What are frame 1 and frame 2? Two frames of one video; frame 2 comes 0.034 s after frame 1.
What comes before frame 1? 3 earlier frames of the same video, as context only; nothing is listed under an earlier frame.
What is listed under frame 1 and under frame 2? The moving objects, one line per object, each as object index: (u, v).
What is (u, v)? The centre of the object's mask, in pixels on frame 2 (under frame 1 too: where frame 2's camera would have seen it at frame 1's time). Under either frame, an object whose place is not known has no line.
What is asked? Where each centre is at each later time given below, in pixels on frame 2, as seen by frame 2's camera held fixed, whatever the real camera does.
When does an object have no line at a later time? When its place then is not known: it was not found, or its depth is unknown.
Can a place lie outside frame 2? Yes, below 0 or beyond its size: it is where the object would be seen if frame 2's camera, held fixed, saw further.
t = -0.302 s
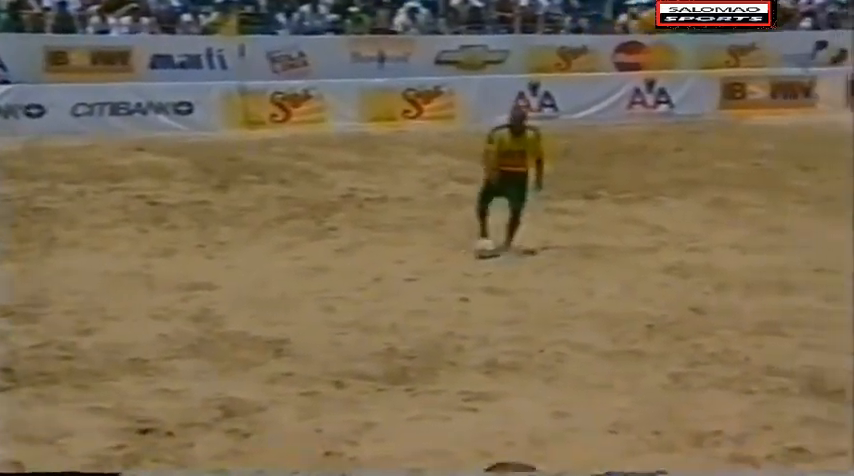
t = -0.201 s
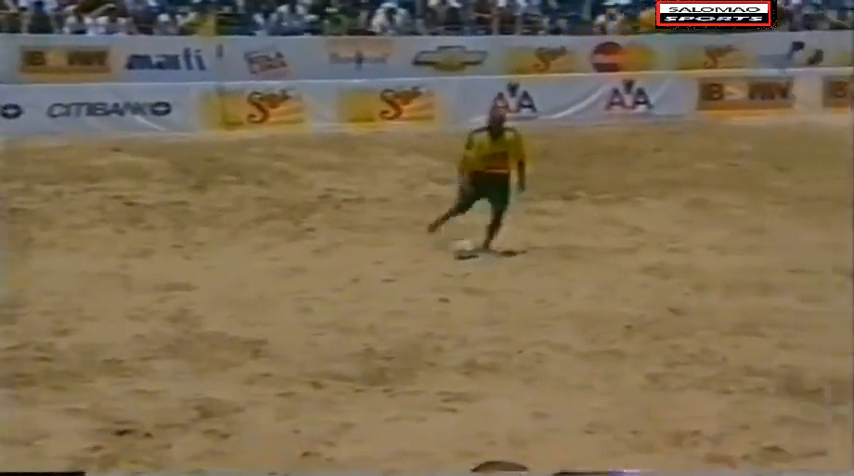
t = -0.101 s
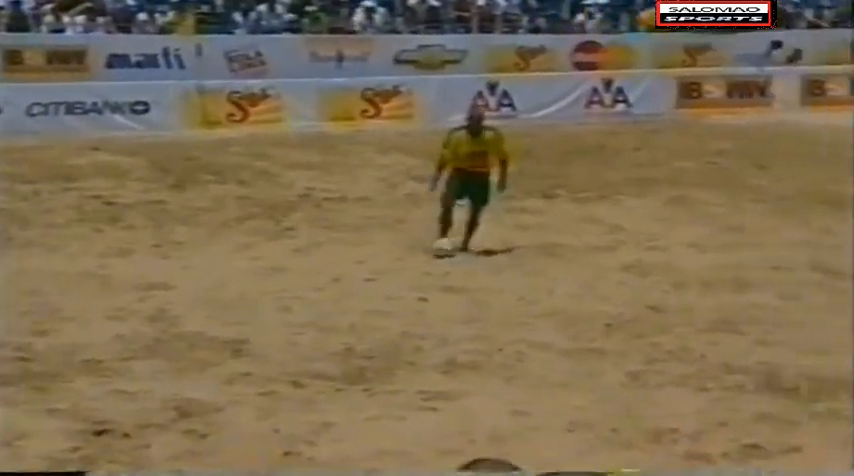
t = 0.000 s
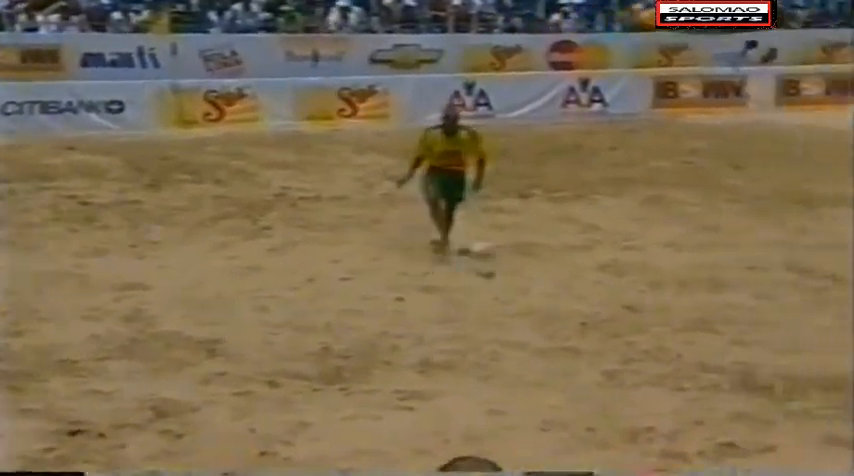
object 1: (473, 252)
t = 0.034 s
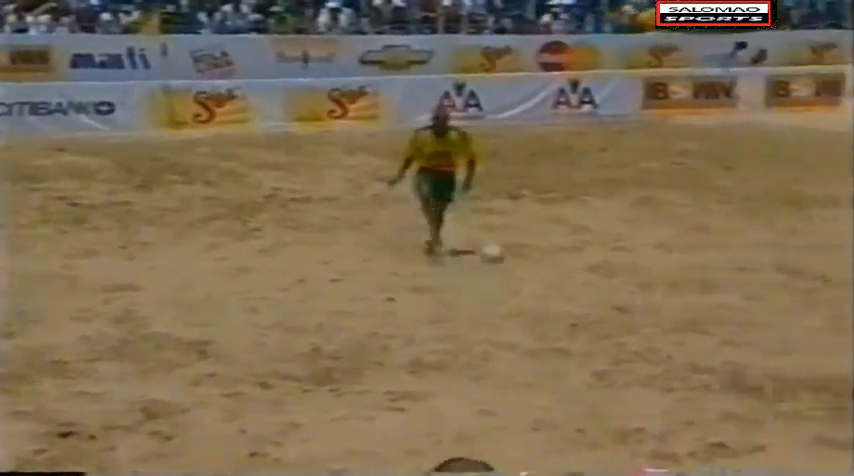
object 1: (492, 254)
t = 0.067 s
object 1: (516, 258)
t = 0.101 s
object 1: (541, 263)
